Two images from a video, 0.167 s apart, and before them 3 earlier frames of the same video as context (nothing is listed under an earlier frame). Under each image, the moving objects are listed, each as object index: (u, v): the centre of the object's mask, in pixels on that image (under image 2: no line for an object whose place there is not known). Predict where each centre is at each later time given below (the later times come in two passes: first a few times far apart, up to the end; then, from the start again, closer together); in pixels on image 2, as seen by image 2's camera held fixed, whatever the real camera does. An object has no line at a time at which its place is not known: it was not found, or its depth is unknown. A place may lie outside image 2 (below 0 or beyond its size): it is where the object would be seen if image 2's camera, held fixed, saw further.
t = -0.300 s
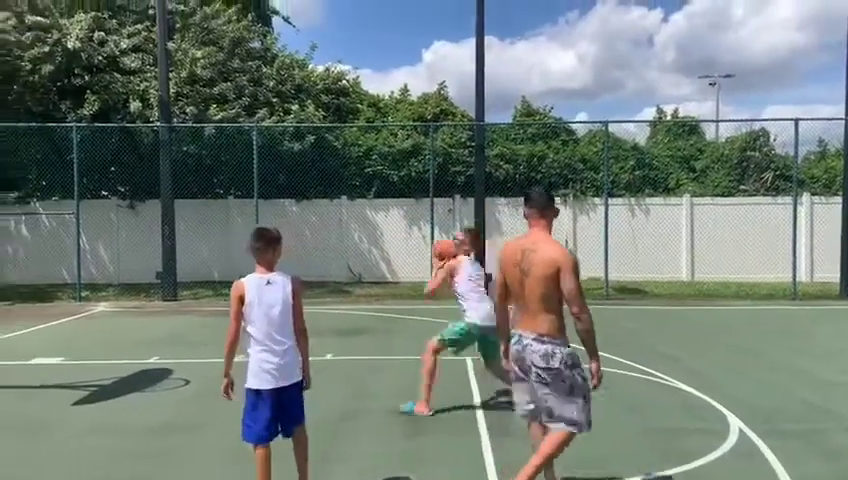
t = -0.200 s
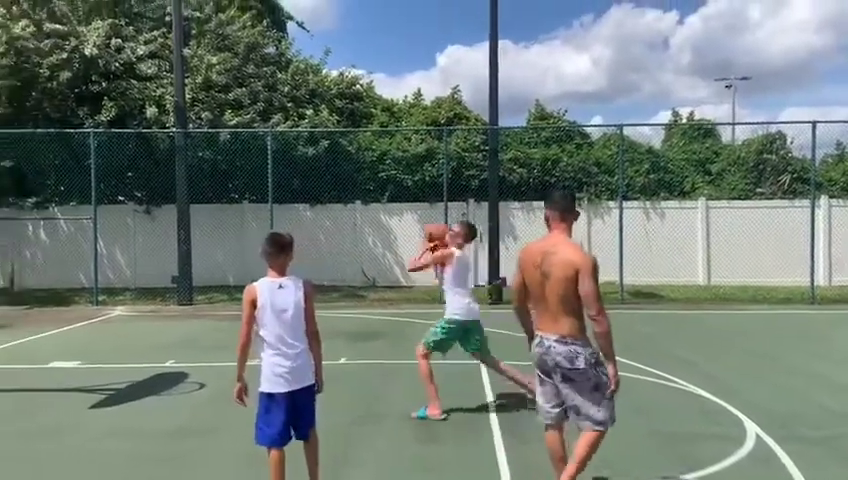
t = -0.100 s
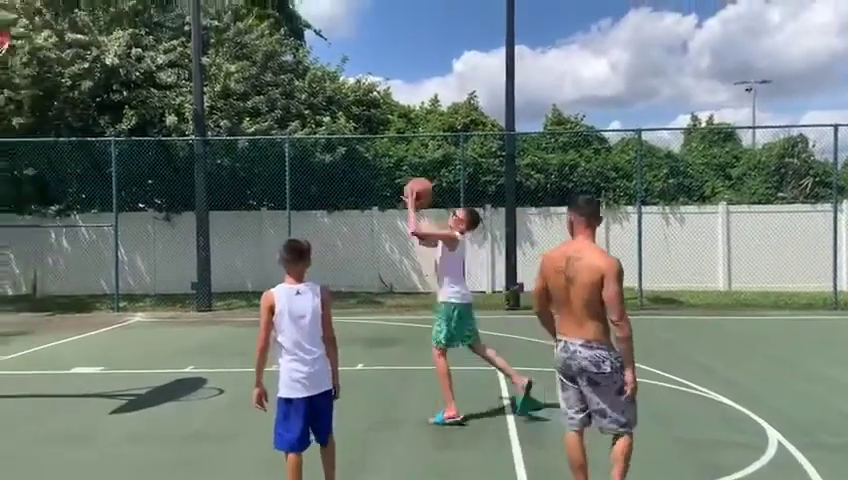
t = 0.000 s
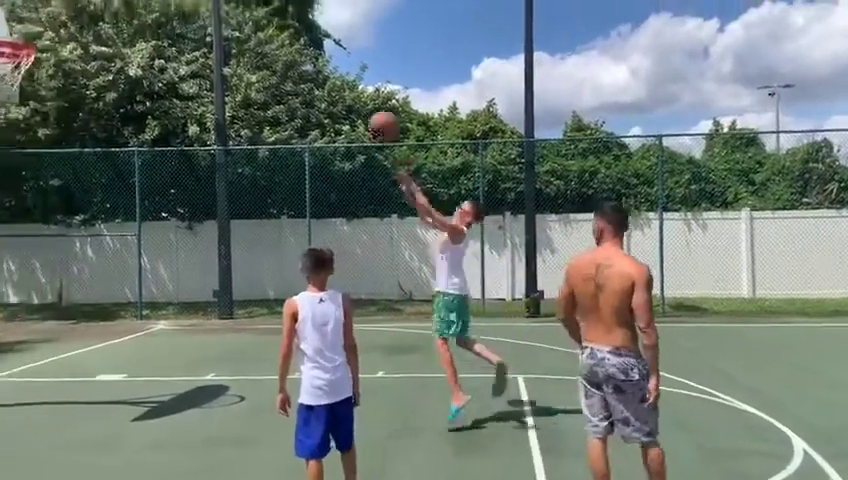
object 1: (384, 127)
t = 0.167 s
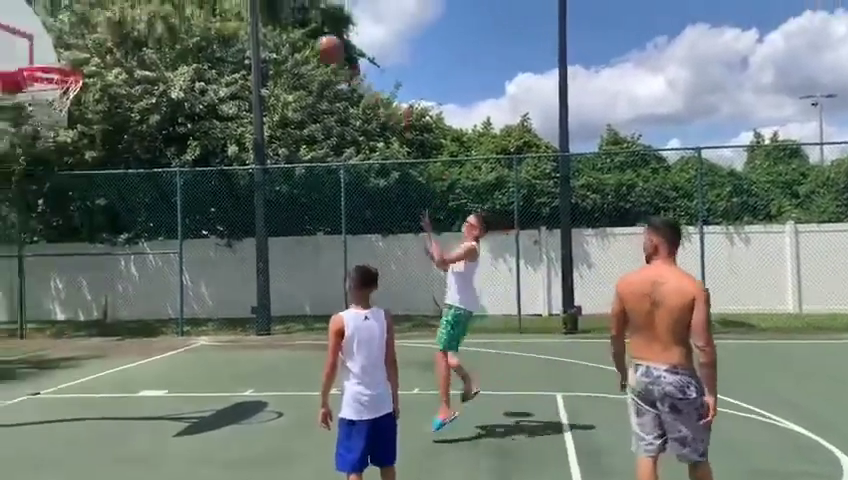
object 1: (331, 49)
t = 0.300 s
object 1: (261, 0)
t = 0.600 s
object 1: (123, -18)
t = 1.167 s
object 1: (173, 84)
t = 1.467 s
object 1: (292, 180)
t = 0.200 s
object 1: (314, 36)
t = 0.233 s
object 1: (294, 22)
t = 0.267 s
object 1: (277, 10)
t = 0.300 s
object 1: (261, 0)
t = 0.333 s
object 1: (245, -7)
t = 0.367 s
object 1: (228, -12)
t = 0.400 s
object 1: (213, -16)
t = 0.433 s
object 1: (197, -20)
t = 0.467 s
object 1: (181, -22)
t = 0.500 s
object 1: (169, -24)
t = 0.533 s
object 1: (153, -24)
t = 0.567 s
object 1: (136, -23)
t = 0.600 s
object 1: (123, -18)
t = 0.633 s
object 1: (109, -16)
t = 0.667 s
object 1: (92, -10)
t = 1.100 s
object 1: (146, 74)
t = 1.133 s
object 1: (159, 76)
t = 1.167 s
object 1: (173, 84)
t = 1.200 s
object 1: (186, 91)
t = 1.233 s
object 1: (201, 97)
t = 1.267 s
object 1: (213, 107)
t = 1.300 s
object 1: (223, 117)
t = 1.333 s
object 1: (238, 126)
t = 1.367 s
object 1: (254, 136)
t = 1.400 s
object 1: (267, 148)
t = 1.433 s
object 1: (278, 166)
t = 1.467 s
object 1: (292, 180)
